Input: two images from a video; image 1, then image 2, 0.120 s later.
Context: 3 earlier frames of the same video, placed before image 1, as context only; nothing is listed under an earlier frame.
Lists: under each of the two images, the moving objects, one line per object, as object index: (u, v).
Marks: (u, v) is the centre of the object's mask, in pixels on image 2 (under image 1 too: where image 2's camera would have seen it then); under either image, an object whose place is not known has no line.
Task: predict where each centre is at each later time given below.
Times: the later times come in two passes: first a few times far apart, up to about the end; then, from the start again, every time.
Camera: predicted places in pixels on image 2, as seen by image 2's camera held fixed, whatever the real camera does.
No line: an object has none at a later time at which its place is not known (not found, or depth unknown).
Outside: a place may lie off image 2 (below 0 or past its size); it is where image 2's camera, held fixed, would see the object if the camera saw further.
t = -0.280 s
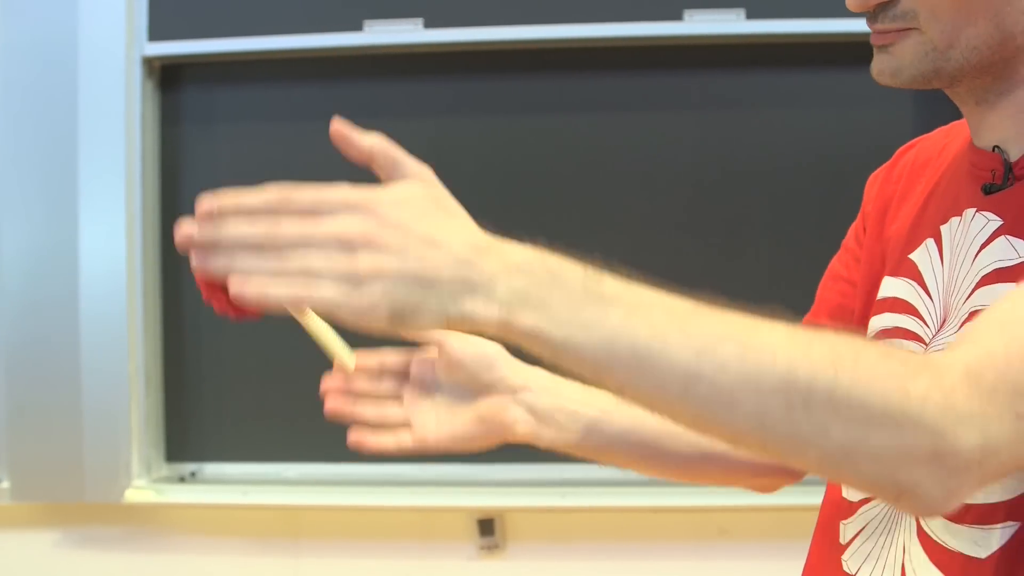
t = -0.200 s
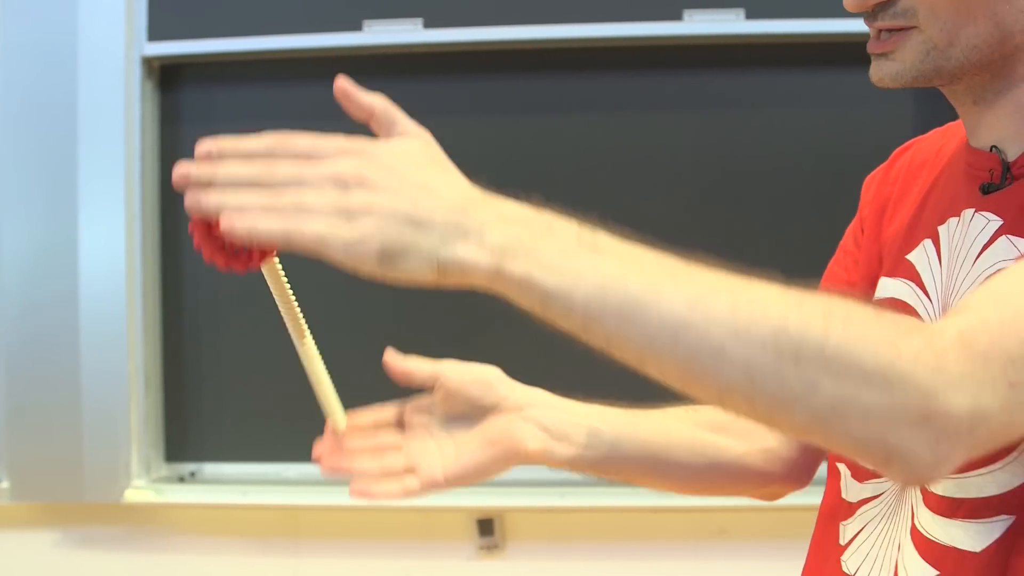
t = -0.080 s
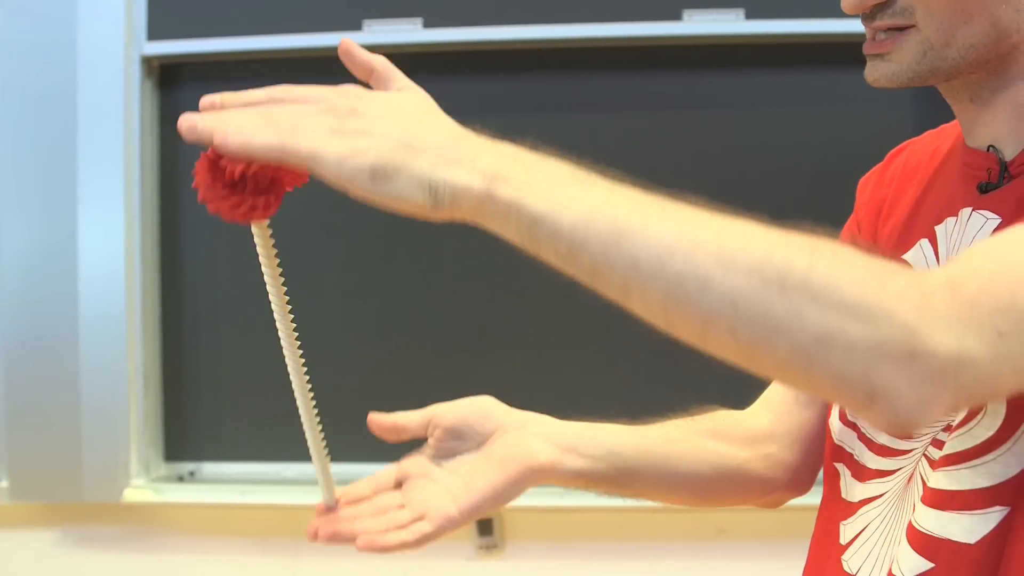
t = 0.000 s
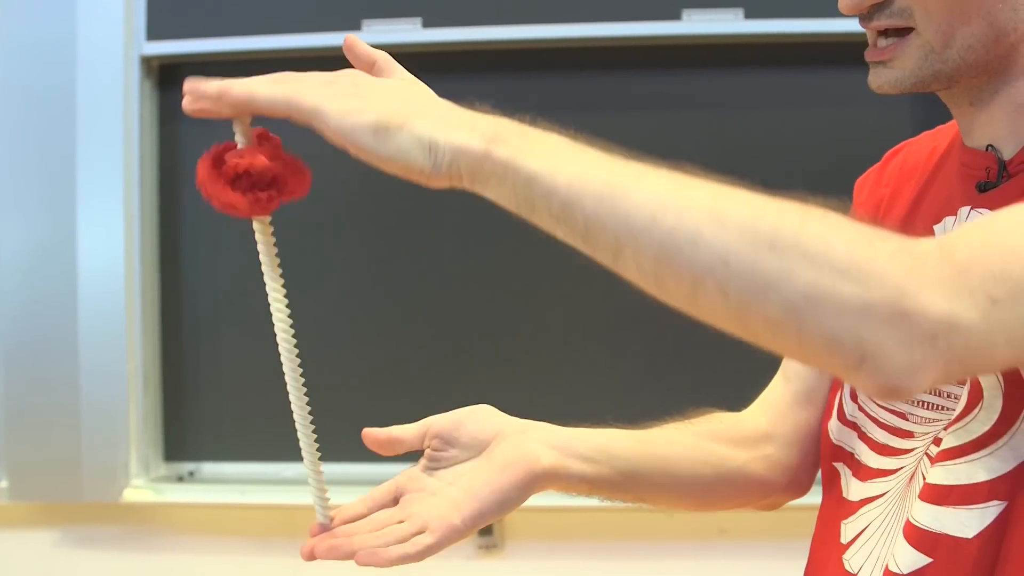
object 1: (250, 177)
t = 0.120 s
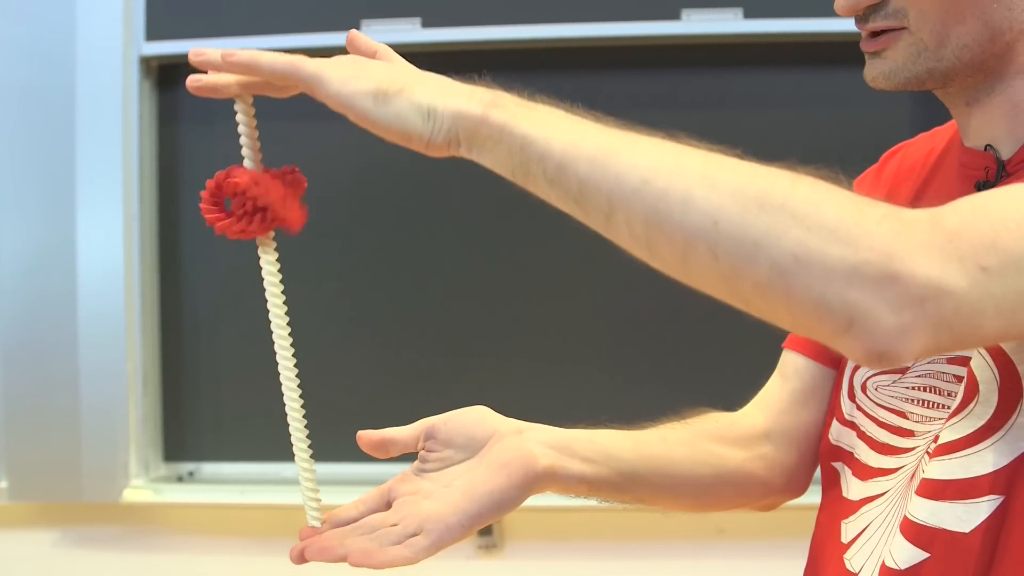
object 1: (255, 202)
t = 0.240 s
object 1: (262, 215)
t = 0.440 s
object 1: (279, 313)
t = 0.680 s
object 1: (287, 397)
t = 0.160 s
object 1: (254, 205)
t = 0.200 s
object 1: (257, 207)
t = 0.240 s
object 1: (262, 215)
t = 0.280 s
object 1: (270, 231)
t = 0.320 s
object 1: (271, 249)
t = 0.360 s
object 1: (270, 273)
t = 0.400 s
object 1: (273, 293)
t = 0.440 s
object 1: (279, 313)
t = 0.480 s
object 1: (284, 328)
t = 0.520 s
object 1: (286, 346)
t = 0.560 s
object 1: (286, 365)
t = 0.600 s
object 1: (284, 379)
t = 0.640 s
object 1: (286, 388)
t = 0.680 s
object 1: (287, 397)
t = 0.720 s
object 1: (290, 402)
